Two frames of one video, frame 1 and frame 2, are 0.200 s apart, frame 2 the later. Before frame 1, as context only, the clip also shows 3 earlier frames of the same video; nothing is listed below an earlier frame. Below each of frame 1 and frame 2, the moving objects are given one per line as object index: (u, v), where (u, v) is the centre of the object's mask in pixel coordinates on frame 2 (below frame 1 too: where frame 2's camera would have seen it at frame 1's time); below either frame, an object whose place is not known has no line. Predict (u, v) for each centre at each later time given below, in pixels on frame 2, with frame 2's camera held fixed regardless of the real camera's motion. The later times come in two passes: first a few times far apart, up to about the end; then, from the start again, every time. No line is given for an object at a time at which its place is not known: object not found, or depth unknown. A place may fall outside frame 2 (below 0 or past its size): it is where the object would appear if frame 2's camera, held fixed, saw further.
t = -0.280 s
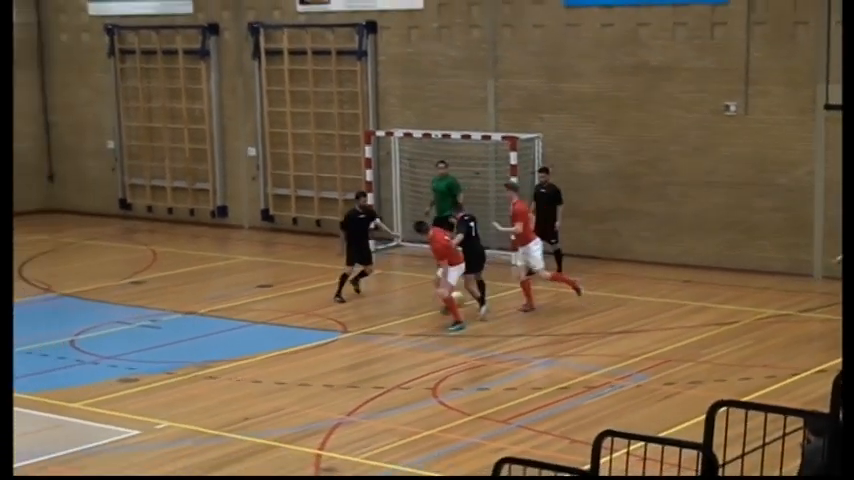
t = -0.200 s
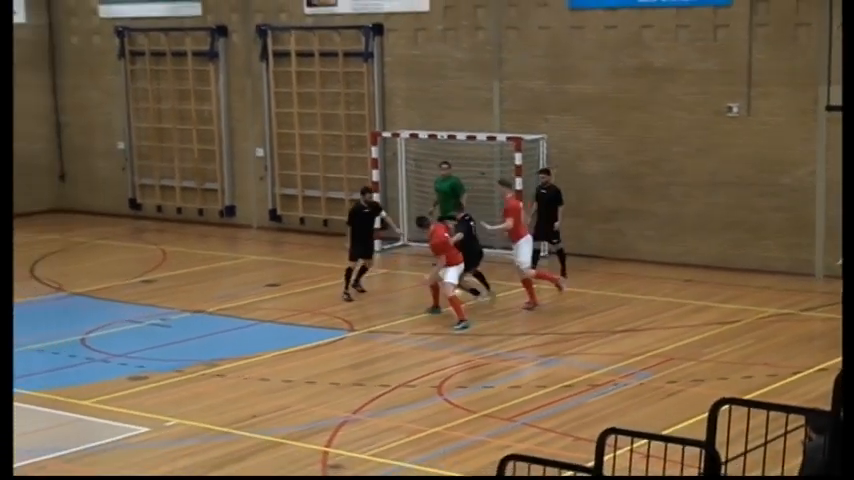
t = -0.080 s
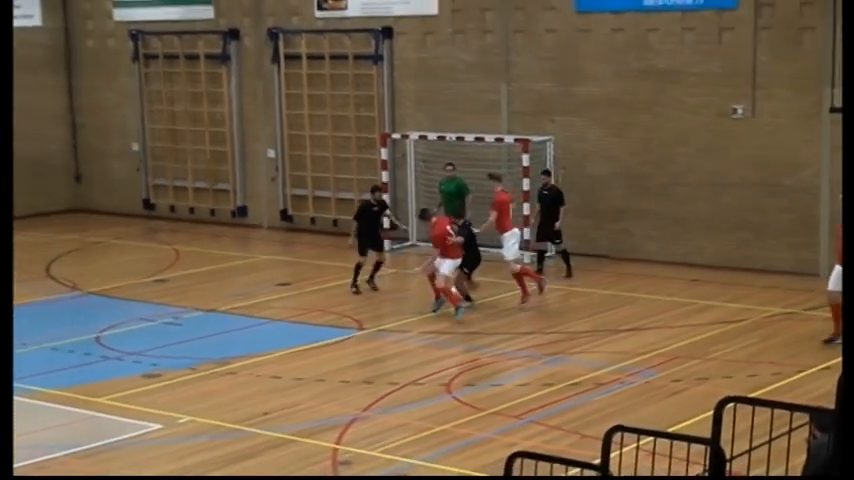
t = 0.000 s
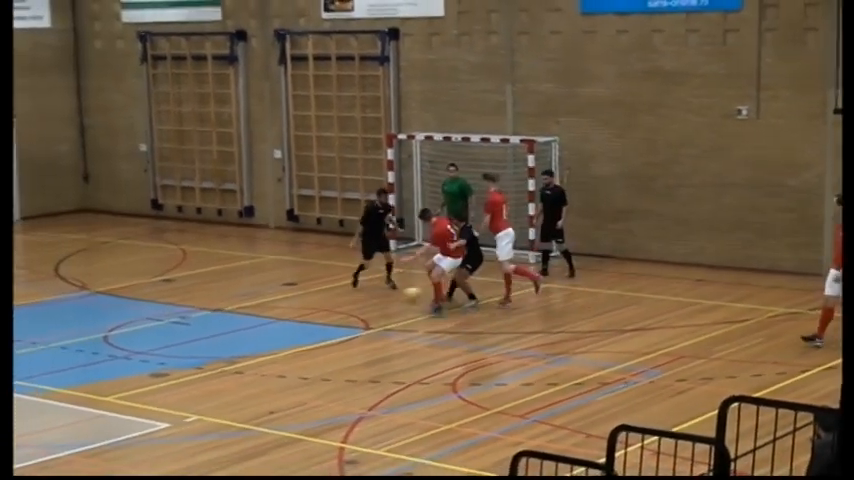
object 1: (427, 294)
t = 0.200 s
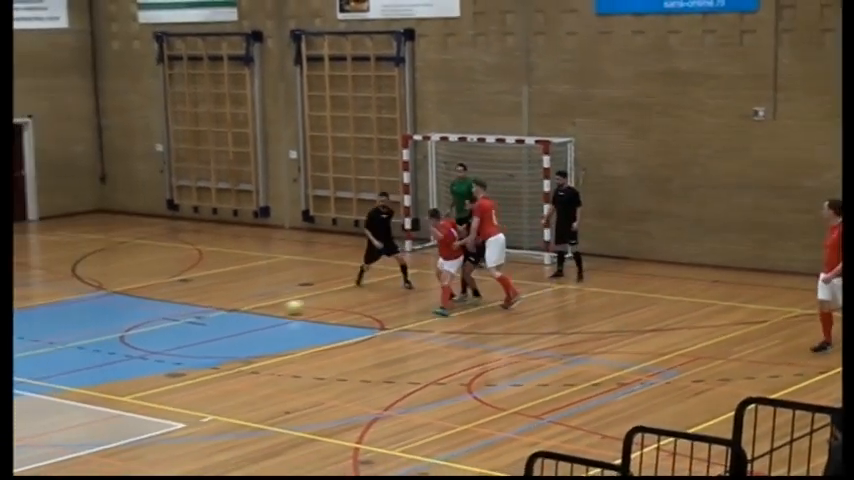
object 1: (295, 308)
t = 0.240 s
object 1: (270, 307)
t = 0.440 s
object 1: (158, 316)
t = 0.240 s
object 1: (270, 307)
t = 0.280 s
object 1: (247, 310)
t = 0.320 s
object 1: (224, 311)
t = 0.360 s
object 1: (202, 313)
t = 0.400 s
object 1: (179, 315)
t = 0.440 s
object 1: (158, 316)
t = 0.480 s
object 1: (138, 318)
